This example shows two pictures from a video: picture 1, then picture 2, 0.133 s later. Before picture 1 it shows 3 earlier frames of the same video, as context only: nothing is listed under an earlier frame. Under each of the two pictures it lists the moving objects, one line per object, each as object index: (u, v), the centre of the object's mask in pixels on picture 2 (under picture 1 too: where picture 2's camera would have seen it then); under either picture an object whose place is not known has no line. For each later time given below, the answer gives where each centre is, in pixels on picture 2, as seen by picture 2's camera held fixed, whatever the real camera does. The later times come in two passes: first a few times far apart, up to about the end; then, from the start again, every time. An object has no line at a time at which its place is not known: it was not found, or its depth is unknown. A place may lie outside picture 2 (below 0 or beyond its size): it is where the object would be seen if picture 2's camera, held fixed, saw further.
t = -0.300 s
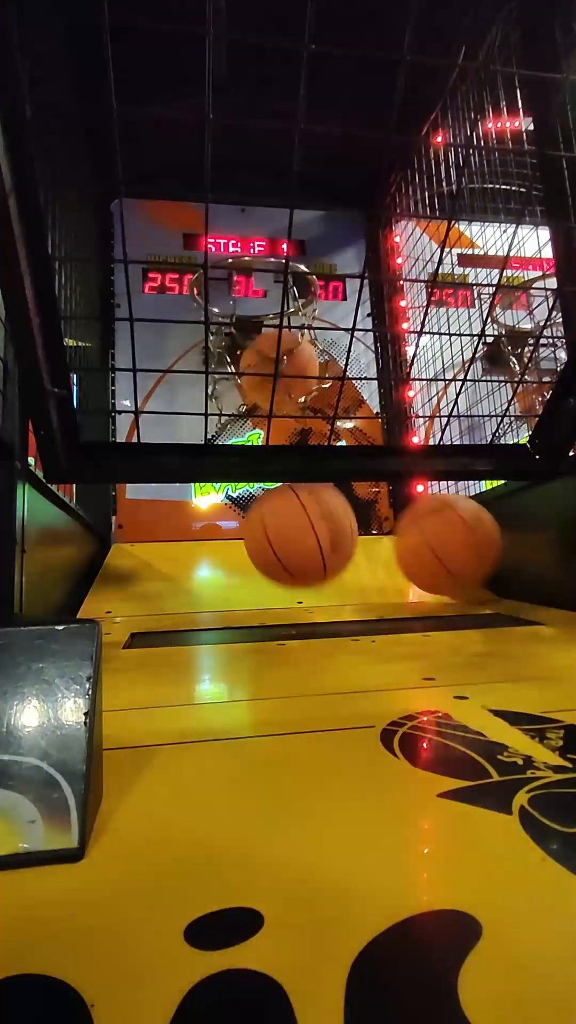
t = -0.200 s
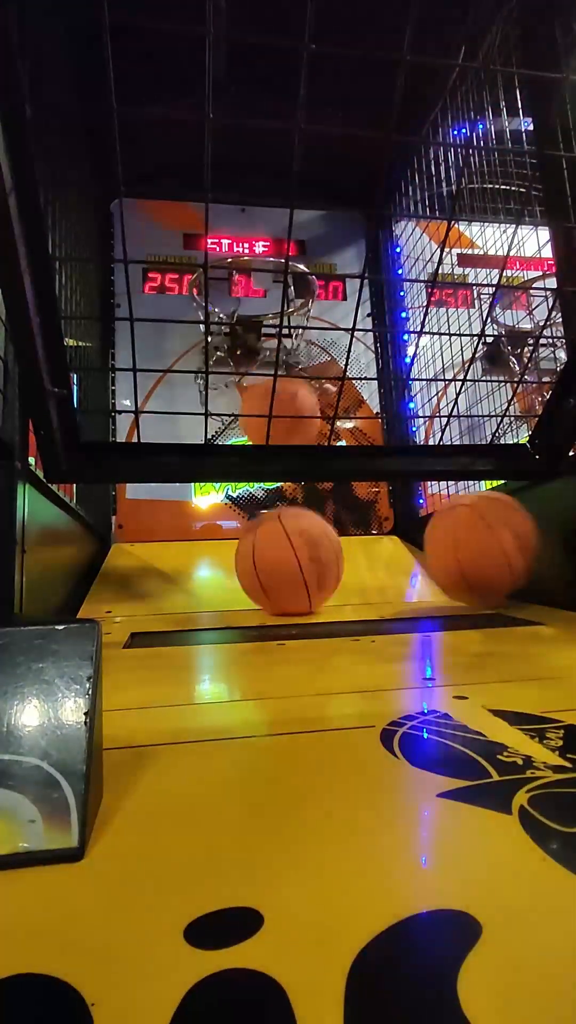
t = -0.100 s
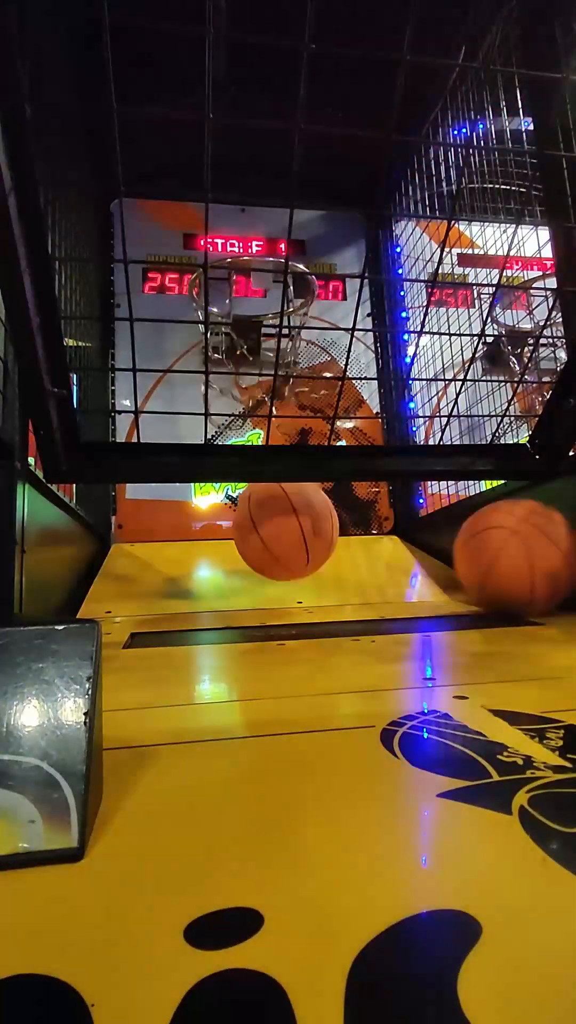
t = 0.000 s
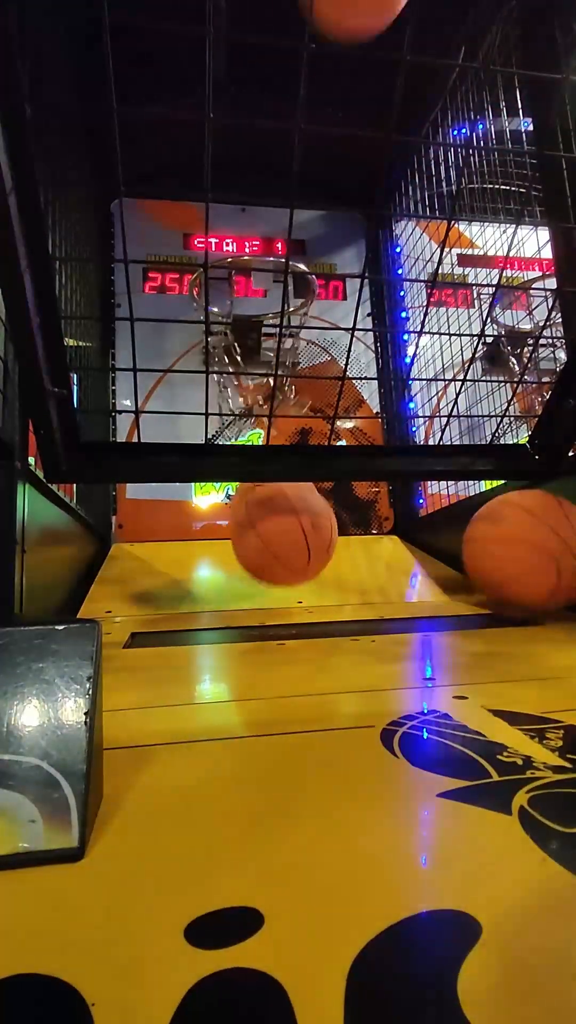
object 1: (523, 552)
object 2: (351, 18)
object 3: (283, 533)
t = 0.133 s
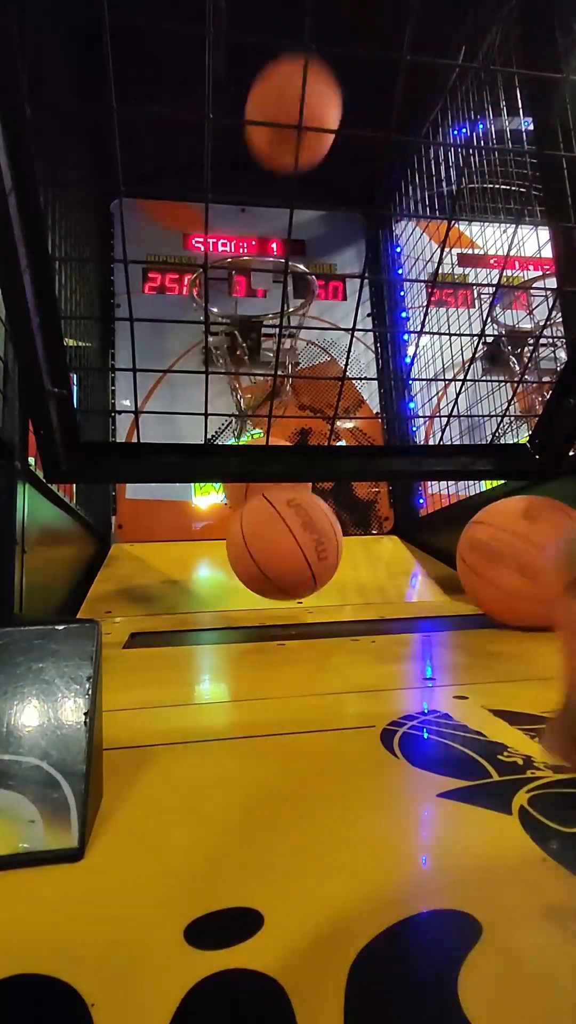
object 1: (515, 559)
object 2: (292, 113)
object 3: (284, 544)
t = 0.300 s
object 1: (523, 566)
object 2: (245, 307)
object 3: (285, 553)
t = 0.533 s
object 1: (533, 572)
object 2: (264, 415)
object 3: (300, 568)
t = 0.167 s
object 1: (508, 555)
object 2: (278, 154)
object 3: (284, 540)
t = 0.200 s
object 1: (513, 558)
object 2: (264, 187)
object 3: (285, 544)
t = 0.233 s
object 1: (522, 565)
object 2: (258, 218)
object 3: (286, 554)
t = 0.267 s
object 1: (522, 565)
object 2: (250, 273)
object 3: (286, 564)
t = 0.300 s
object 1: (523, 566)
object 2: (245, 307)
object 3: (285, 553)
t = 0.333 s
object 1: (524, 566)
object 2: (247, 333)
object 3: (288, 549)
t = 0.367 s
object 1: (525, 566)
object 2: (248, 344)
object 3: (288, 548)
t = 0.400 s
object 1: (525, 568)
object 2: (248, 361)
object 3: (288, 553)
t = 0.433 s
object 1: (527, 569)
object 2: (258, 374)
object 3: (290, 566)
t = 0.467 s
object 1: (529, 570)
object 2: (259, 383)
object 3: (292, 561)
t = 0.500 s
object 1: (531, 571)
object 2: (259, 395)
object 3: (297, 567)
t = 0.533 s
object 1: (533, 572)
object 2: (264, 415)
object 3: (300, 568)
